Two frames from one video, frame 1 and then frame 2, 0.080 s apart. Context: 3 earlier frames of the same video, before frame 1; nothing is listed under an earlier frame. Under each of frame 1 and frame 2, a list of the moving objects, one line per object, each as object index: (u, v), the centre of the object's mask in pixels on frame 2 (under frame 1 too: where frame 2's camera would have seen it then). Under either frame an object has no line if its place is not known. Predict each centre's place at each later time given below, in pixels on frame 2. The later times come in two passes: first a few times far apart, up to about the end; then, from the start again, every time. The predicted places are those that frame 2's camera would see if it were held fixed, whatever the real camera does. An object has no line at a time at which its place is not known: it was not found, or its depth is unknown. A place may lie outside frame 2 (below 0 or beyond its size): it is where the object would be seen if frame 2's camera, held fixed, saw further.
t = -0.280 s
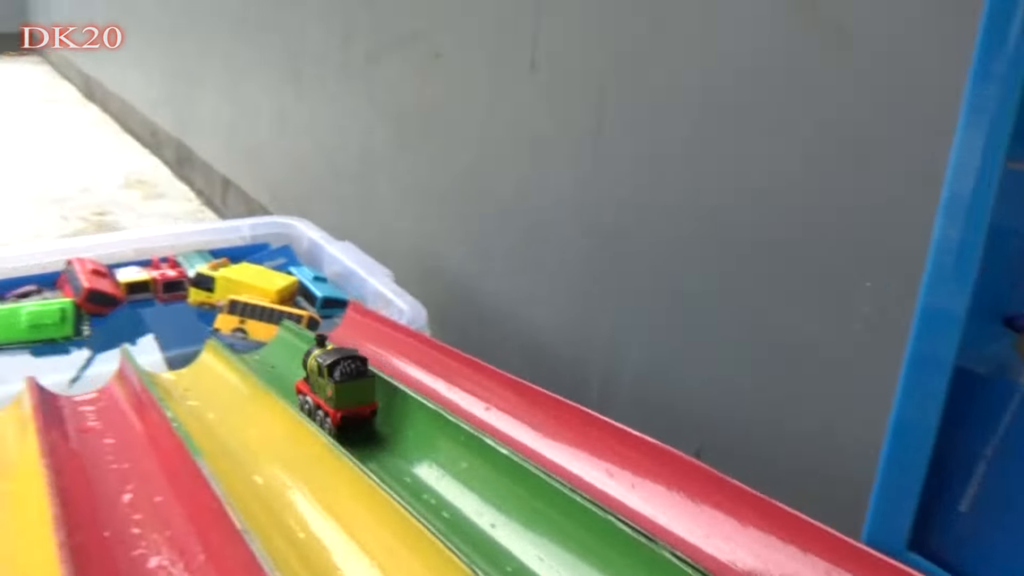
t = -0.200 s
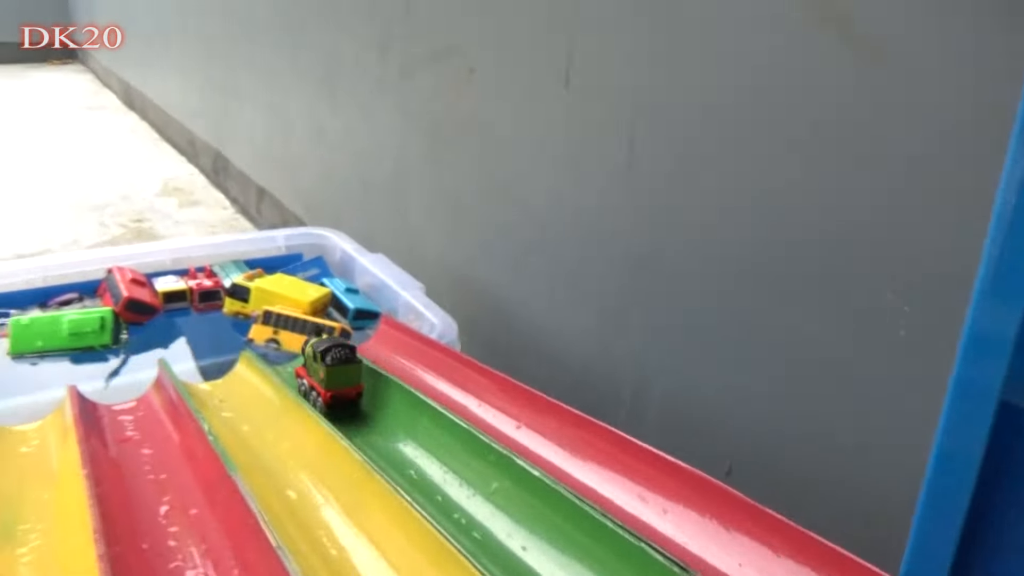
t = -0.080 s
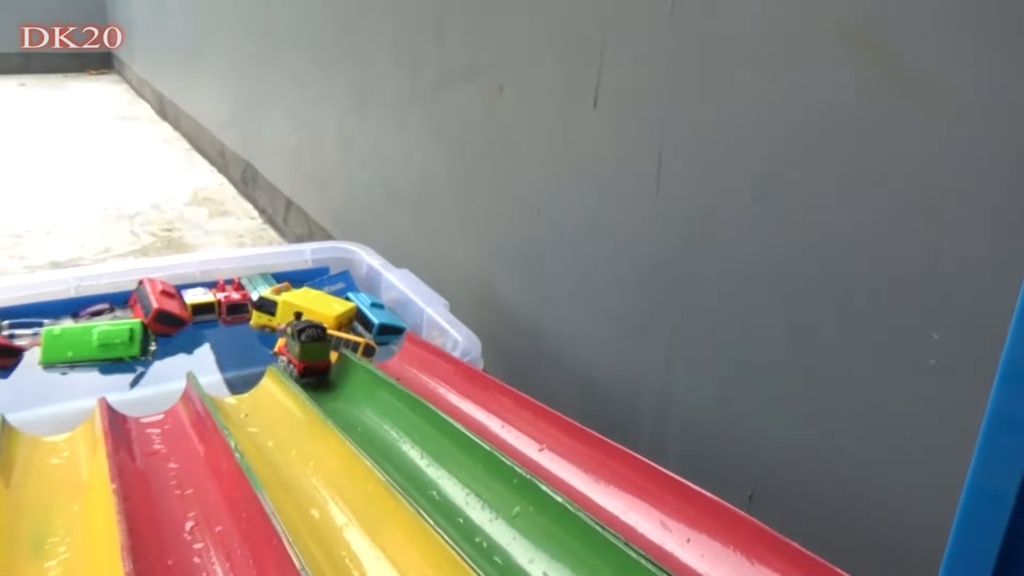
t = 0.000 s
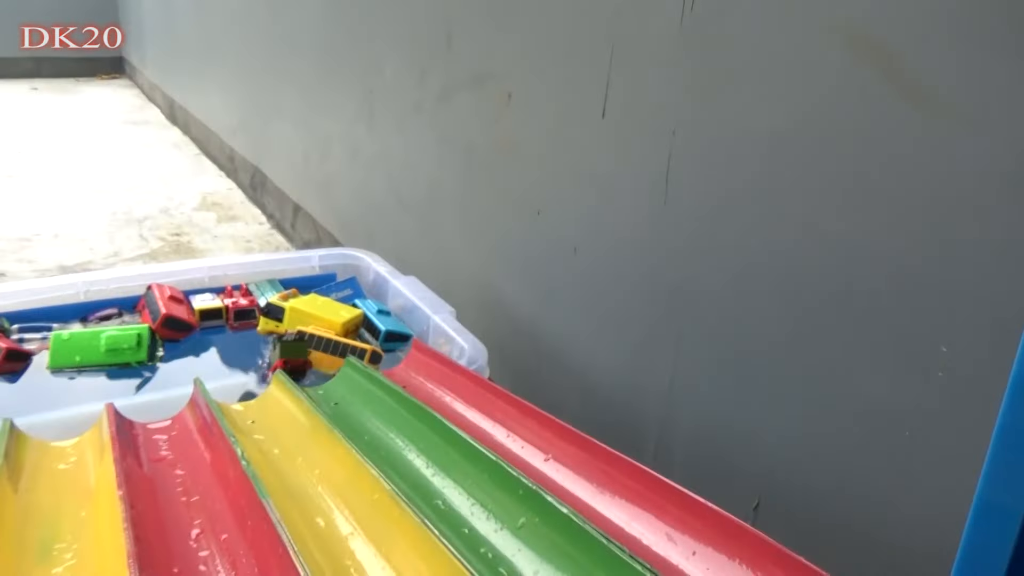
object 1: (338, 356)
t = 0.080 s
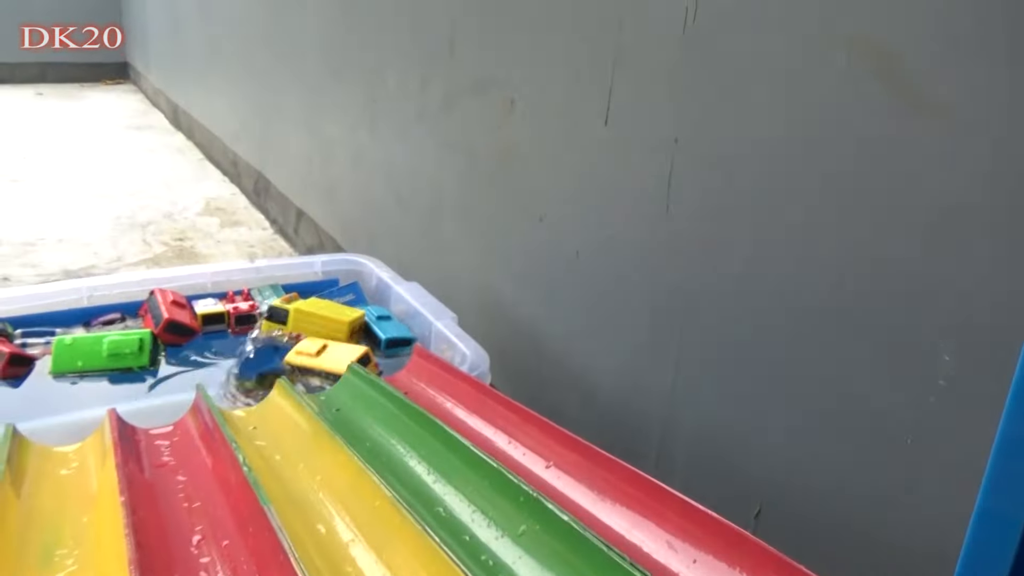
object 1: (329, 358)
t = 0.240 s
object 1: (321, 355)
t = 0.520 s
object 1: (322, 359)
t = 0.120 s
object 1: (325, 360)
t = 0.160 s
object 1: (323, 360)
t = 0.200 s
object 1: (321, 358)
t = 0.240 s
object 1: (321, 355)
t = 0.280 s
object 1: (320, 355)
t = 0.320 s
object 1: (319, 355)
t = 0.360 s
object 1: (320, 355)
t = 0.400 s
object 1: (320, 356)
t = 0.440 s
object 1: (321, 358)
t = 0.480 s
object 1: (321, 359)
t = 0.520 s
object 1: (322, 359)
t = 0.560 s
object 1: (323, 357)
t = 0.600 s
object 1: (324, 356)
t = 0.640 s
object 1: (325, 355)
